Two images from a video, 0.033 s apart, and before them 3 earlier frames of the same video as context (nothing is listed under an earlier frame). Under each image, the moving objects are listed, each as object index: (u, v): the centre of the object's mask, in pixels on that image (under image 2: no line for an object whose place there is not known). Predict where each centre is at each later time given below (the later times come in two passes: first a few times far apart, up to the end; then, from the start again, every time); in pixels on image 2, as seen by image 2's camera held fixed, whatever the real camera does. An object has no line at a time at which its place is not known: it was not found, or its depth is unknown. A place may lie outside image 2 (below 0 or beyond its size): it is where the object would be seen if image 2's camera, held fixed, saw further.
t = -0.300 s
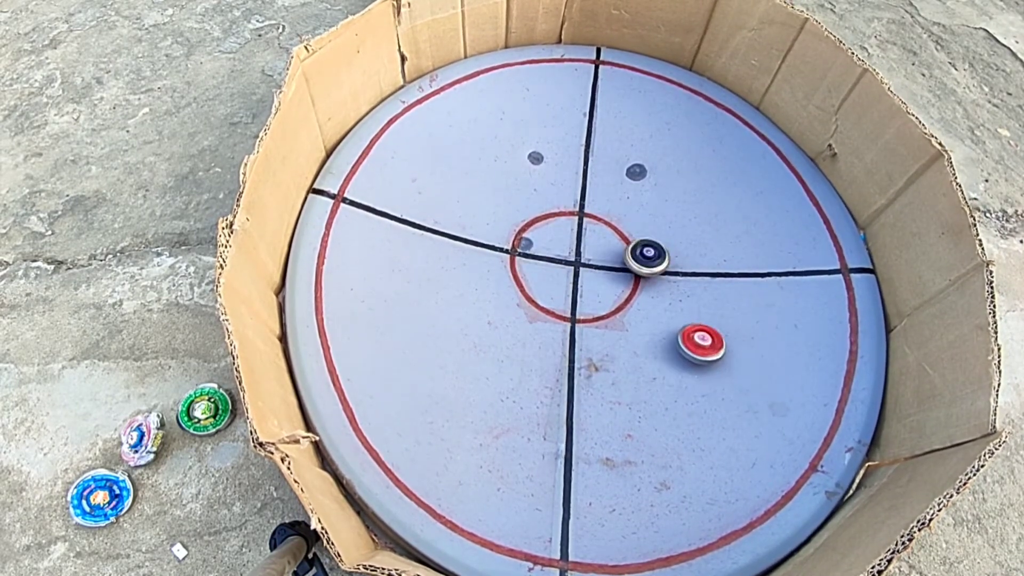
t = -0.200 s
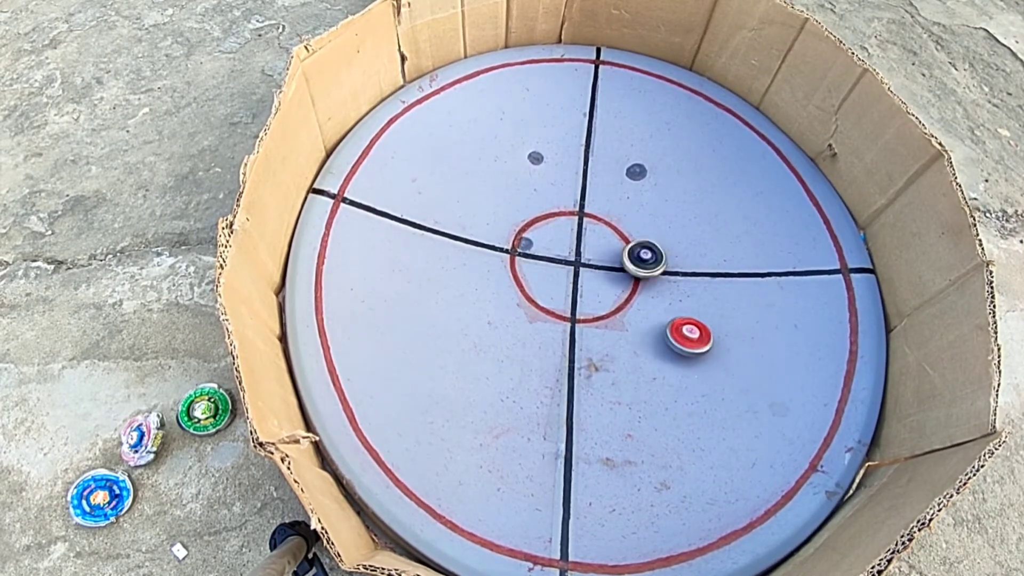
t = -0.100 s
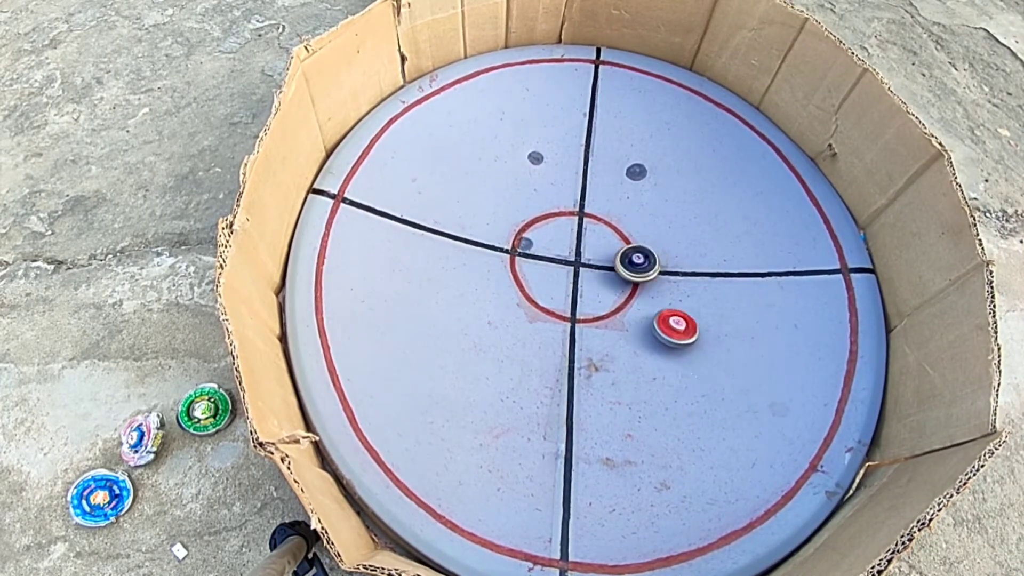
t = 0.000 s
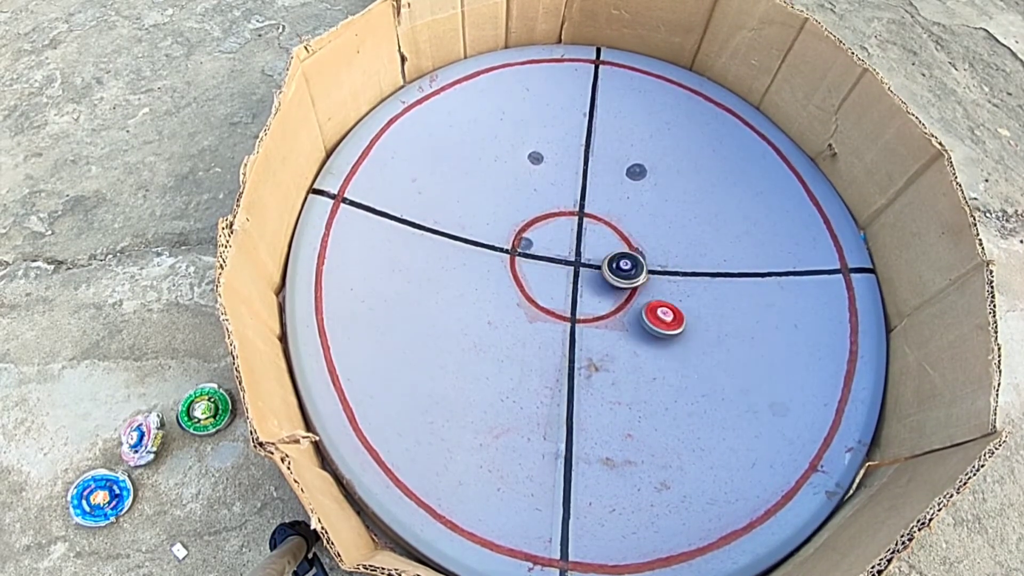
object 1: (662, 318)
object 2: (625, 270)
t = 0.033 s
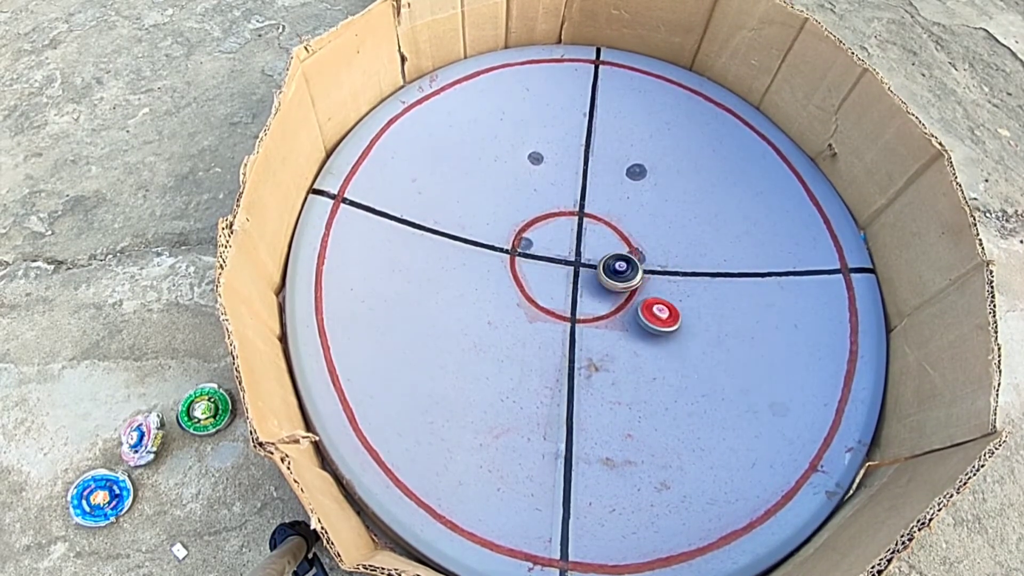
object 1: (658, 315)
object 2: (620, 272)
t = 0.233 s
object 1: (656, 332)
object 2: (586, 271)
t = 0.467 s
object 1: (643, 313)
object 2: (535, 295)
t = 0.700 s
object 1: (629, 288)
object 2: (543, 340)
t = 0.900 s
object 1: (622, 267)
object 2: (589, 347)
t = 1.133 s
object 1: (618, 248)
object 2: (621, 300)
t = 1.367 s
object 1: (623, 208)
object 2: (604, 269)
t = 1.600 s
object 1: (626, 193)
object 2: (574, 276)
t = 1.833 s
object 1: (629, 189)
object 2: (567, 302)
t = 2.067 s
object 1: (628, 200)
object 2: (593, 321)
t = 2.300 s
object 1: (619, 217)
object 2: (623, 306)
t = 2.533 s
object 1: (604, 234)
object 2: (620, 273)
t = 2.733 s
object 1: (580, 201)
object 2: (614, 298)
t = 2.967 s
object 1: (555, 197)
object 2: (616, 331)
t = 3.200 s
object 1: (536, 191)
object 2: (628, 354)
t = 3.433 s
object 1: (523, 191)
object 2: (630, 340)
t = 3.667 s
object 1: (522, 204)
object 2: (600, 319)
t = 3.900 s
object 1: (522, 218)
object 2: (566, 309)
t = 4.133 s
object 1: (525, 239)
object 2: (539, 307)
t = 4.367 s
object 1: (522, 262)
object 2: (542, 310)
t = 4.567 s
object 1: (515, 280)
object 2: (561, 297)
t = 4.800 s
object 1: (502, 295)
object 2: (572, 269)
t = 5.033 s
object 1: (490, 307)
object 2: (568, 241)
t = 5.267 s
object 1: (484, 317)
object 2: (552, 237)
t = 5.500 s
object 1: (496, 323)
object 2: (556, 261)
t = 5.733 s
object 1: (516, 327)
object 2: (591, 283)
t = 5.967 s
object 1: (540, 334)
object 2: (628, 291)
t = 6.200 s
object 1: (563, 344)
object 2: (645, 282)
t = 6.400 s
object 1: (580, 355)
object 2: (630, 275)
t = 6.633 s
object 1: (595, 372)
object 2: (604, 282)
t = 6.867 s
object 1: (604, 385)
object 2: (582, 305)
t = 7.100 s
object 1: (607, 391)
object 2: (577, 329)
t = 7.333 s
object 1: (605, 394)
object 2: (589, 330)
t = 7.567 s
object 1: (590, 371)
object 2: (586, 293)
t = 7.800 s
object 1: (596, 355)
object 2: (575, 264)
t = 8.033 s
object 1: (611, 342)
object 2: (562, 243)
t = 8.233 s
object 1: (626, 334)
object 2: (554, 242)
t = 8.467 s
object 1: (645, 333)
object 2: (566, 260)
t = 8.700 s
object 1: (659, 337)
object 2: (594, 274)
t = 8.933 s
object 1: (663, 341)
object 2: (625, 284)
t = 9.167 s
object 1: (653, 340)
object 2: (645, 288)
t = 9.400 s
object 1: (640, 330)
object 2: (643, 289)
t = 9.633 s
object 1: (617, 306)
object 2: (636, 266)
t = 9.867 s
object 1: (569, 297)
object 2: (612, 251)
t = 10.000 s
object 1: (570, 315)
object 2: (596, 248)
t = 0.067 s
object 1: (654, 312)
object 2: (617, 273)
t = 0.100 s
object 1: (650, 309)
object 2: (617, 277)
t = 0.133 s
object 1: (655, 315)
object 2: (610, 274)
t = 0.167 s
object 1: (658, 323)
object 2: (603, 272)
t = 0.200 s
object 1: (656, 329)
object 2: (595, 271)
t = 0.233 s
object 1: (656, 332)
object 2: (586, 271)
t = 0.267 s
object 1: (654, 333)
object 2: (576, 272)
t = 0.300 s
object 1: (652, 331)
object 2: (567, 273)
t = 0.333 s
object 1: (650, 327)
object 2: (559, 275)
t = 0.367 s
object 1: (648, 323)
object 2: (551, 279)
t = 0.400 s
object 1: (647, 320)
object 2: (543, 283)
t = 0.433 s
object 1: (645, 316)
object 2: (539, 288)
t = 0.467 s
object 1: (643, 313)
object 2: (535, 295)
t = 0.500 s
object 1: (640, 309)
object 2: (531, 301)
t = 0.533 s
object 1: (638, 305)
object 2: (529, 308)
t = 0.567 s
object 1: (636, 302)
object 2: (529, 314)
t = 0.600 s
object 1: (635, 298)
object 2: (530, 322)
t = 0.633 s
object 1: (632, 295)
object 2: (531, 328)
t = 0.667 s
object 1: (631, 291)
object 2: (536, 335)
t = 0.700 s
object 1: (629, 288)
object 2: (543, 340)
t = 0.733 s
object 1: (628, 284)
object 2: (550, 346)
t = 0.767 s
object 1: (626, 281)
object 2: (557, 349)
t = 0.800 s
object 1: (625, 278)
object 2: (565, 350)
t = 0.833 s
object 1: (625, 274)
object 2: (574, 350)
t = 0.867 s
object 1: (623, 271)
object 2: (581, 349)
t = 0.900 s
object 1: (622, 267)
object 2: (589, 347)
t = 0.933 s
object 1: (621, 265)
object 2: (597, 343)
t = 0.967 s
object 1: (620, 262)
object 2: (605, 338)
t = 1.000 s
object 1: (620, 259)
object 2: (610, 334)
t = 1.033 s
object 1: (620, 256)
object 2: (614, 326)
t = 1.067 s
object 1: (619, 253)
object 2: (617, 317)
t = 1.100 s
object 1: (619, 251)
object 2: (620, 308)
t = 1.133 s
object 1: (618, 248)
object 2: (621, 300)
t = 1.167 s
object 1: (618, 246)
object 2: (621, 291)
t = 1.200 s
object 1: (619, 243)
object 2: (620, 282)
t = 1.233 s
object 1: (618, 240)
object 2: (618, 274)
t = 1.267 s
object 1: (621, 229)
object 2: (615, 273)
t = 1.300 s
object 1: (622, 220)
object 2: (611, 272)
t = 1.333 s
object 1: (623, 214)
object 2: (607, 271)
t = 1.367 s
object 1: (623, 208)
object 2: (604, 269)
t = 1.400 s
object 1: (624, 205)
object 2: (600, 269)
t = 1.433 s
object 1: (624, 203)
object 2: (595, 269)
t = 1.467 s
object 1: (624, 200)
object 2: (590, 269)
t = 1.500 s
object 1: (625, 198)
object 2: (585, 270)
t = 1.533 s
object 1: (625, 197)
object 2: (581, 272)
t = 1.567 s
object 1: (626, 195)
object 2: (577, 274)
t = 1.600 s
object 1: (626, 193)
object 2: (574, 276)
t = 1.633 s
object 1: (627, 192)
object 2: (571, 279)
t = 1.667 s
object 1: (627, 191)
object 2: (567, 280)
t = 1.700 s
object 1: (628, 190)
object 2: (565, 284)
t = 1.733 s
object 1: (629, 189)
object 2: (564, 288)
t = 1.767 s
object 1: (629, 189)
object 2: (564, 292)
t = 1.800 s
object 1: (629, 189)
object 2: (565, 297)
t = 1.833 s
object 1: (629, 189)
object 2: (567, 302)
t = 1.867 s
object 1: (629, 190)
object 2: (569, 305)
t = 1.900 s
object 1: (629, 192)
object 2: (571, 308)
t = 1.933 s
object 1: (630, 193)
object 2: (574, 312)
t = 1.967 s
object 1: (630, 195)
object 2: (579, 315)
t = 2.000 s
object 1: (630, 196)
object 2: (584, 318)
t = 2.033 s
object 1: (629, 199)
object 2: (589, 321)
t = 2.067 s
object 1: (628, 200)
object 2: (593, 321)
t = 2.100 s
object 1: (628, 202)
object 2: (598, 321)
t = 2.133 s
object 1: (626, 205)
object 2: (604, 320)
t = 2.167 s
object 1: (625, 207)
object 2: (609, 319)
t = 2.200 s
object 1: (623, 209)
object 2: (613, 316)
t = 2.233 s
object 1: (622, 211)
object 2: (617, 313)
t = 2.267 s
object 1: (620, 213)
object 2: (621, 310)
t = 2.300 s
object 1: (619, 217)
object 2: (623, 306)
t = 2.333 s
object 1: (617, 219)
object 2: (625, 302)
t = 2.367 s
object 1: (615, 222)
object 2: (626, 297)
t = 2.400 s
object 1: (613, 225)
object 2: (626, 292)
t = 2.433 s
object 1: (611, 227)
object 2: (625, 288)
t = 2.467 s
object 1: (608, 230)
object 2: (624, 283)
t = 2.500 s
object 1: (606, 232)
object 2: (622, 278)
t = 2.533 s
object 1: (604, 234)
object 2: (620, 273)
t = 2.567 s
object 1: (601, 234)
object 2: (618, 270)
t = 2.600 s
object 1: (595, 220)
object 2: (618, 278)
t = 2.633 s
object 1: (591, 210)
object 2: (618, 283)
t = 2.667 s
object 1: (587, 204)
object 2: (616, 288)
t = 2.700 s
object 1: (583, 202)
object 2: (614, 293)
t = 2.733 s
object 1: (580, 201)
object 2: (614, 298)
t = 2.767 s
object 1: (576, 200)
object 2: (614, 302)
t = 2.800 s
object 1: (572, 200)
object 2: (614, 308)
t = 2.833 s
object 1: (568, 199)
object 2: (614, 313)
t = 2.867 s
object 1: (565, 199)
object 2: (614, 318)
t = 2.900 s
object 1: (561, 198)
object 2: (614, 323)
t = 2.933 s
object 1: (558, 197)
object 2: (615, 327)
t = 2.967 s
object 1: (555, 197)
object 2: (616, 331)
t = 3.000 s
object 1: (551, 196)
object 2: (617, 335)
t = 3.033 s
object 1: (548, 195)
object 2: (618, 338)
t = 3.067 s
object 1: (545, 194)
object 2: (619, 342)
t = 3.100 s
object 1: (543, 193)
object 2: (621, 345)
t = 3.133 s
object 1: (540, 193)
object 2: (624, 348)
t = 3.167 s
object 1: (538, 192)
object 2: (626, 351)
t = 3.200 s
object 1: (536, 191)
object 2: (628, 354)
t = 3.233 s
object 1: (534, 191)
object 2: (631, 355)
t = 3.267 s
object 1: (532, 190)
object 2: (634, 355)
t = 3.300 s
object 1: (530, 190)
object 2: (634, 353)
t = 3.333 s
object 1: (527, 191)
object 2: (633, 351)
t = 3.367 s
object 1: (526, 190)
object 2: (633, 348)
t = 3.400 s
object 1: (524, 191)
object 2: (632, 344)
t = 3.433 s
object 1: (523, 191)
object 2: (630, 340)
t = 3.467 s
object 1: (522, 193)
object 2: (628, 337)
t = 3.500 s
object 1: (521, 194)
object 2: (624, 334)
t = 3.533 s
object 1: (521, 196)
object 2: (619, 330)
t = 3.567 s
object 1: (521, 197)
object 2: (614, 326)
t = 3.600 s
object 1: (521, 200)
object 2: (609, 324)
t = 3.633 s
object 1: (521, 202)
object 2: (605, 321)
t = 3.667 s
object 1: (522, 204)
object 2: (600, 319)
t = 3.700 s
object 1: (521, 206)
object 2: (594, 317)
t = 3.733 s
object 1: (522, 209)
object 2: (589, 315)
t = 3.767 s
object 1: (522, 210)
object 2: (584, 313)
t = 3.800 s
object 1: (522, 213)
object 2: (580, 312)
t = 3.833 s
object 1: (523, 214)
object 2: (575, 311)
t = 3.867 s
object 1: (522, 216)
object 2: (570, 310)
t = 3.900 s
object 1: (522, 218)
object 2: (566, 309)
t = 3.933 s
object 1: (523, 221)
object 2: (561, 308)
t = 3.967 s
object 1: (523, 224)
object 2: (557, 308)
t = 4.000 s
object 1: (523, 228)
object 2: (552, 307)
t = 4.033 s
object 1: (522, 231)
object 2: (548, 306)
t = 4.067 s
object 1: (524, 234)
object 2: (544, 306)
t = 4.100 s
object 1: (523, 236)
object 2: (541, 305)
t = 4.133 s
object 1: (525, 239)
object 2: (539, 307)
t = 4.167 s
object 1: (525, 243)
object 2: (537, 307)
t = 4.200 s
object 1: (525, 246)
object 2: (536, 308)
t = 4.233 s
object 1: (524, 248)
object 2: (537, 308)
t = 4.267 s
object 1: (524, 252)
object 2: (538, 309)
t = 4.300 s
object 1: (524, 255)
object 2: (539, 310)
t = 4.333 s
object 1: (523, 258)
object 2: (540, 310)
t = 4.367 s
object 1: (522, 262)
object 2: (542, 310)
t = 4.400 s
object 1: (521, 264)
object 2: (545, 309)
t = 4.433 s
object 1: (520, 268)
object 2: (549, 308)
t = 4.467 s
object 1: (519, 271)
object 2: (552, 306)
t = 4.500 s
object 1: (518, 274)
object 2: (555, 303)
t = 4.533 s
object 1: (517, 276)
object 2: (558, 300)
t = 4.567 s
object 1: (515, 280)
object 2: (561, 297)
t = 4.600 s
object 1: (514, 282)
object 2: (563, 294)
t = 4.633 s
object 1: (512, 285)
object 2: (565, 290)
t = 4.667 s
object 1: (510, 287)
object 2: (567, 286)
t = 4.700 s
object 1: (508, 289)
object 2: (569, 281)
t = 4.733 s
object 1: (506, 291)
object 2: (570, 276)
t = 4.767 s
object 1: (504, 293)
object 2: (571, 272)
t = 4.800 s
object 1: (502, 295)
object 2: (572, 269)
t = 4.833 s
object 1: (500, 297)
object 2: (573, 265)
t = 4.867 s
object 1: (499, 299)
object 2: (574, 260)
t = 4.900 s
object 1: (496, 300)
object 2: (574, 256)
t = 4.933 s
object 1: (495, 302)
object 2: (573, 252)
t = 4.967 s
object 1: (493, 305)
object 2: (572, 248)
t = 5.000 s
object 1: (492, 306)
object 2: (571, 245)
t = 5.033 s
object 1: (490, 307)
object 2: (568, 241)
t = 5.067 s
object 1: (488, 309)
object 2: (565, 239)
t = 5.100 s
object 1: (487, 310)
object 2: (563, 237)
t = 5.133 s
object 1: (486, 311)
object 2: (560, 236)
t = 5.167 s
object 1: (485, 313)
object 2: (557, 235)
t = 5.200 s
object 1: (484, 315)
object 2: (555, 235)
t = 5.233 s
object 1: (484, 316)
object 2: (554, 236)
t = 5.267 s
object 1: (484, 317)
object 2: (552, 237)
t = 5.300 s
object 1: (485, 319)
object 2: (549, 238)
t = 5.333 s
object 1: (486, 320)
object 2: (547, 241)
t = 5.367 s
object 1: (488, 321)
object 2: (547, 245)
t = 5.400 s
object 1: (490, 322)
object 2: (549, 249)
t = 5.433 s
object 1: (492, 323)
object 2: (551, 253)
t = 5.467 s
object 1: (494, 323)
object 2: (553, 257)
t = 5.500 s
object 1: (496, 323)
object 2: (556, 261)
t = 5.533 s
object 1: (499, 324)
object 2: (561, 265)
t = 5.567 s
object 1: (502, 324)
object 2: (565, 267)
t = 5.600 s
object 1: (504, 324)
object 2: (569, 271)
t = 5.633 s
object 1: (507, 325)
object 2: (574, 274)
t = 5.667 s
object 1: (510, 326)
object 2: (580, 277)
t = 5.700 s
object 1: (513, 326)
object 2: (585, 279)
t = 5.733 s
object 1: (516, 327)
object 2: (591, 283)
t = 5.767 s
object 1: (519, 328)
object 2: (596, 285)
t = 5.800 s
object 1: (523, 328)
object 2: (601, 287)
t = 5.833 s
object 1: (526, 330)
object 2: (606, 288)
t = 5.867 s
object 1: (529, 331)
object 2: (612, 290)
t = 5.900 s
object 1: (533, 332)
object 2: (617, 291)
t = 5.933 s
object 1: (536, 333)
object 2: (623, 291)
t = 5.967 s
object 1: (540, 334)
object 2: (628, 291)
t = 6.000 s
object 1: (543, 335)
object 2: (632, 290)
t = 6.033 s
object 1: (546, 336)
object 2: (636, 289)
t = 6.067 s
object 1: (550, 337)
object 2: (638, 288)
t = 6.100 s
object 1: (553, 339)
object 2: (641, 286)
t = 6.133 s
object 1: (557, 340)
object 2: (643, 285)
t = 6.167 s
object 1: (560, 342)
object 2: (645, 284)
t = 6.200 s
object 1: (563, 344)
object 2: (645, 282)
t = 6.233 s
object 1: (566, 345)
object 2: (645, 281)
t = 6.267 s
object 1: (570, 347)
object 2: (644, 279)
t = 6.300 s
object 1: (572, 349)
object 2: (641, 277)
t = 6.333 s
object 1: (575, 351)
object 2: (637, 275)
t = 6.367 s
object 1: (578, 353)
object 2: (634, 275)
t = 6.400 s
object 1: (580, 355)
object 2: (630, 275)
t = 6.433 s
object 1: (583, 358)
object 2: (627, 274)
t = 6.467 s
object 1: (585, 360)
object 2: (622, 275)
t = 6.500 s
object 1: (587, 362)
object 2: (619, 275)
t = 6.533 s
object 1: (590, 365)
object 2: (615, 277)
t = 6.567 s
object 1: (592, 367)
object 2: (612, 279)
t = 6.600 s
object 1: (593, 369)
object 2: (609, 281)
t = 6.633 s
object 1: (595, 372)
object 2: (604, 282)
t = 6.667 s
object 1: (597, 374)
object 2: (600, 285)
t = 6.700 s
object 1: (598, 376)
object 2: (596, 288)
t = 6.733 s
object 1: (599, 378)
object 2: (593, 291)
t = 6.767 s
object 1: (600, 380)
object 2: (590, 295)
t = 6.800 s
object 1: (602, 382)
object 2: (587, 298)
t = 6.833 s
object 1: (603, 384)
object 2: (584, 301)
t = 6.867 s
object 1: (604, 385)
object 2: (582, 305)
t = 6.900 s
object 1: (605, 387)
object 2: (580, 309)
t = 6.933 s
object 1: (606, 389)
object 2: (579, 312)
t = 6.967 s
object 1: (606, 389)
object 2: (578, 315)
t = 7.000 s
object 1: (606, 390)
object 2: (576, 319)
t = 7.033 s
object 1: (607, 391)
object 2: (575, 323)
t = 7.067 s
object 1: (607, 391)
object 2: (576, 327)
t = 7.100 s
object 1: (607, 391)
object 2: (577, 329)
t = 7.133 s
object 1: (606, 390)
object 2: (578, 332)
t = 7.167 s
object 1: (607, 389)
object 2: (579, 334)
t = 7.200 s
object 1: (606, 388)
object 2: (580, 338)
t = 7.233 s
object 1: (605, 387)
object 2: (583, 340)
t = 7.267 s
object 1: (606, 386)
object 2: (587, 338)
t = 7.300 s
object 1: (605, 390)
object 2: (587, 334)
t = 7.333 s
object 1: (605, 394)
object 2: (589, 330)
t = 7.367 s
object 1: (603, 393)
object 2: (591, 325)
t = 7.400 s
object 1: (599, 390)
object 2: (590, 319)
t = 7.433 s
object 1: (597, 386)
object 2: (589, 314)
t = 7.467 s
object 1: (596, 381)
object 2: (589, 309)
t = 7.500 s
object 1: (593, 377)
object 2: (589, 303)
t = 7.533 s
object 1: (591, 374)
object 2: (588, 298)
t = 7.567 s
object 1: (590, 371)
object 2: (586, 293)
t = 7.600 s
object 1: (591, 369)
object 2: (584, 289)
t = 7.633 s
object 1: (591, 366)
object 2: (583, 284)
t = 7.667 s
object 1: (592, 364)
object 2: (580, 279)
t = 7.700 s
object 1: (593, 362)
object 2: (579, 275)
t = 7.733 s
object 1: (594, 359)
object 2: (578, 272)
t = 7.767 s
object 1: (595, 357)
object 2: (577, 267)
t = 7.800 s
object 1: (596, 355)
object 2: (575, 264)
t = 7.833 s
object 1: (598, 353)
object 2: (574, 260)
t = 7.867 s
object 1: (600, 351)
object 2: (573, 257)
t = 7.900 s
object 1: (602, 349)
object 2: (571, 253)
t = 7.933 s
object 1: (604, 347)
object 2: (568, 250)
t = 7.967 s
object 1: (606, 345)
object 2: (567, 248)
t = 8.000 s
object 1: (608, 343)
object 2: (565, 245)
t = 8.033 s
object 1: (611, 342)
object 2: (562, 243)
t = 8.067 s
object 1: (614, 340)
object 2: (560, 242)
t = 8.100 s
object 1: (616, 339)
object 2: (558, 241)
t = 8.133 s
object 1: (619, 337)
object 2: (556, 241)
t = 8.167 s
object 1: (621, 336)
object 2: (555, 241)
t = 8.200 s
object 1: (624, 336)
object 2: (555, 242)
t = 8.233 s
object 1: (626, 334)
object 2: (554, 242)
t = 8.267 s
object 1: (629, 334)
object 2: (554, 244)
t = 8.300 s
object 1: (632, 333)
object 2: (555, 246)
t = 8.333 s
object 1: (634, 333)
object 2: (555, 248)
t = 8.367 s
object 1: (637, 333)
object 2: (556, 252)
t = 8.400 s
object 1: (639, 333)
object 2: (559, 255)
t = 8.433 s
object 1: (642, 333)
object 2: (563, 257)
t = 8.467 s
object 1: (645, 333)
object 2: (566, 260)
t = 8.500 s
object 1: (647, 334)
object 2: (569, 263)
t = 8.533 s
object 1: (649, 334)
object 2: (573, 264)
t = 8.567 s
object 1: (651, 335)
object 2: (577, 266)
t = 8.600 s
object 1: (653, 335)
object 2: (582, 268)
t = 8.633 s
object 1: (656, 336)
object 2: (586, 270)
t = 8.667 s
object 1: (657, 336)
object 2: (590, 272)
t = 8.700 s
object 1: (659, 337)
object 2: (594, 274)
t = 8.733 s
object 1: (660, 338)
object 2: (599, 276)
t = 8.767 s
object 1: (662, 339)
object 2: (603, 278)
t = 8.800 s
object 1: (663, 339)
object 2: (608, 280)
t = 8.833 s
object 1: (663, 340)
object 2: (613, 280)
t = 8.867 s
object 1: (664, 341)
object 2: (617, 282)
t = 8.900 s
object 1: (663, 341)
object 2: (621, 284)
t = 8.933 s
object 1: (663, 341)
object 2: (625, 284)
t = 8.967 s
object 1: (662, 341)
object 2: (629, 285)
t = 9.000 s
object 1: (661, 341)
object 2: (632, 286)
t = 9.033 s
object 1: (660, 341)
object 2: (635, 286)
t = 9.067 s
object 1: (658, 341)
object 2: (638, 287)
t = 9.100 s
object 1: (657, 341)
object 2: (641, 288)
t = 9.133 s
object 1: (654, 340)
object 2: (643, 288)
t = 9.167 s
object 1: (653, 340)
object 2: (645, 288)
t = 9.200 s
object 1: (651, 338)
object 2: (646, 289)
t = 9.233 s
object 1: (649, 337)
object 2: (646, 288)
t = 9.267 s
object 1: (648, 336)
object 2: (645, 289)
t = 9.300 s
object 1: (645, 335)
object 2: (646, 289)
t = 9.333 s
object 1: (644, 334)
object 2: (644, 289)
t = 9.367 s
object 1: (642, 331)
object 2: (643, 289)
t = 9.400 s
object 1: (640, 330)
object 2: (643, 289)
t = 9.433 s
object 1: (635, 328)
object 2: (642, 288)
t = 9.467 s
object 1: (630, 323)
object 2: (642, 285)
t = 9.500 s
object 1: (627, 321)
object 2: (642, 280)
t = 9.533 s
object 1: (626, 319)
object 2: (640, 276)
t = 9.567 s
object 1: (623, 315)
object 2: (640, 272)
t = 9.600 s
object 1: (620, 311)
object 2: (637, 268)
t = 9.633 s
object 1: (617, 306)
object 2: (636, 266)
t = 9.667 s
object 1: (612, 301)
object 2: (633, 261)
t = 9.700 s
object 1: (606, 297)
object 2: (629, 260)
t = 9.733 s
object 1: (598, 294)
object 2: (627, 257)
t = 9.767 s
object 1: (589, 291)
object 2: (623, 255)
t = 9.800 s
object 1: (581, 291)
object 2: (621, 254)
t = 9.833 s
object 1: (574, 293)
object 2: (616, 251)
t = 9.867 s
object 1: (569, 297)
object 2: (612, 251)
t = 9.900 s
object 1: (566, 301)
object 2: (610, 249)
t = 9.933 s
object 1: (565, 306)
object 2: (604, 249)
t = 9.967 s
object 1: (567, 311)
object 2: (601, 249)
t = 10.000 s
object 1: (570, 315)
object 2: (596, 248)
